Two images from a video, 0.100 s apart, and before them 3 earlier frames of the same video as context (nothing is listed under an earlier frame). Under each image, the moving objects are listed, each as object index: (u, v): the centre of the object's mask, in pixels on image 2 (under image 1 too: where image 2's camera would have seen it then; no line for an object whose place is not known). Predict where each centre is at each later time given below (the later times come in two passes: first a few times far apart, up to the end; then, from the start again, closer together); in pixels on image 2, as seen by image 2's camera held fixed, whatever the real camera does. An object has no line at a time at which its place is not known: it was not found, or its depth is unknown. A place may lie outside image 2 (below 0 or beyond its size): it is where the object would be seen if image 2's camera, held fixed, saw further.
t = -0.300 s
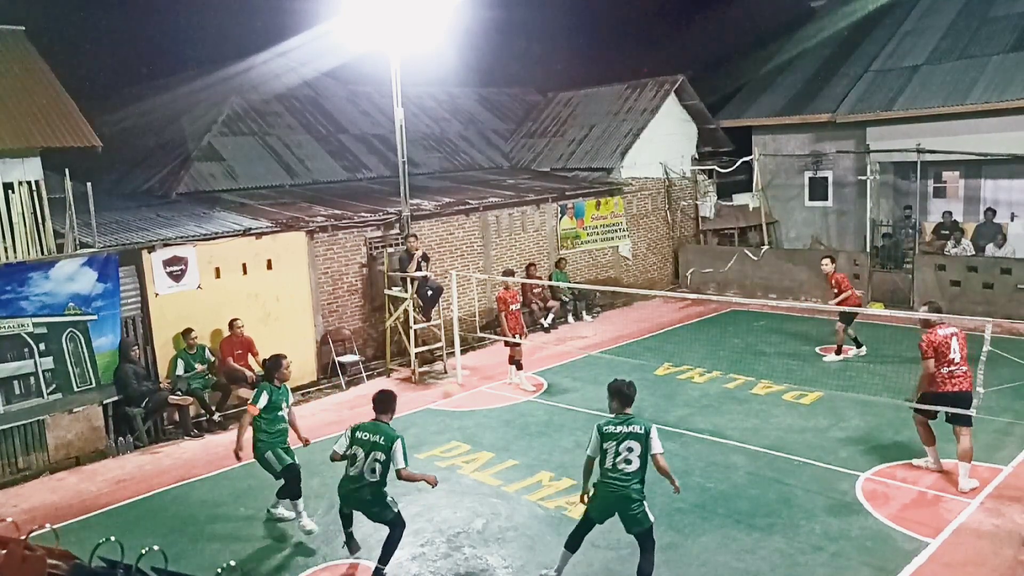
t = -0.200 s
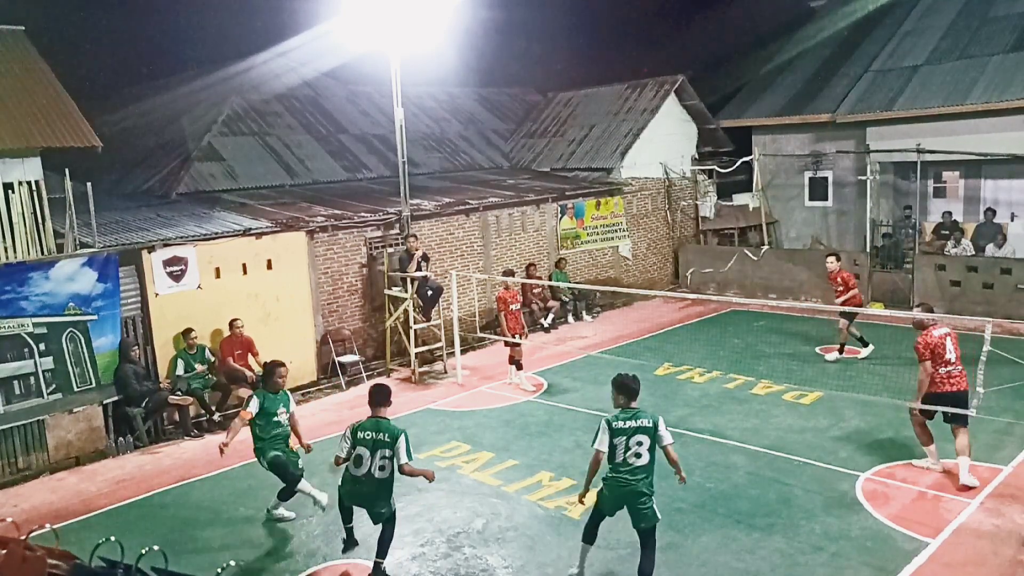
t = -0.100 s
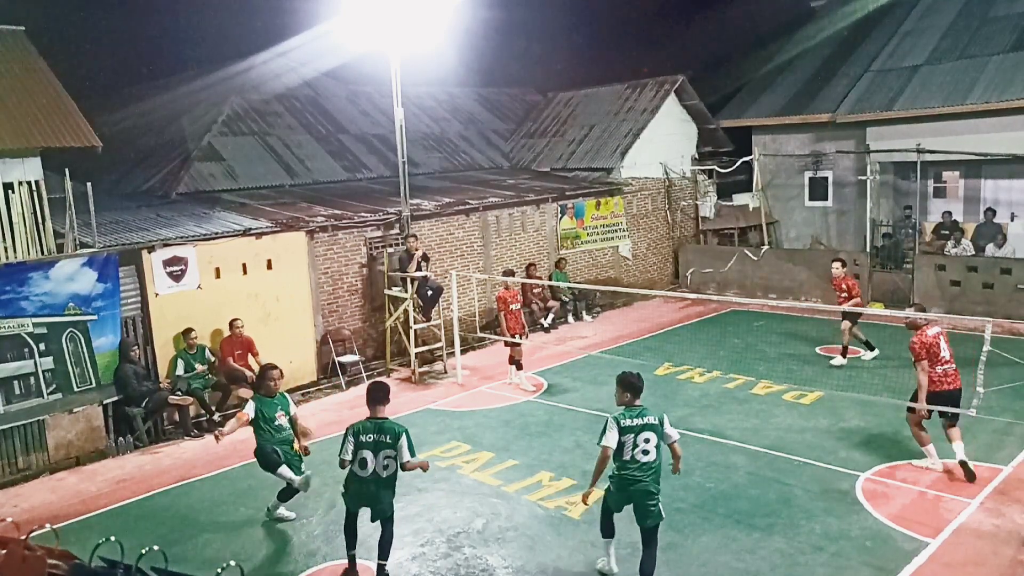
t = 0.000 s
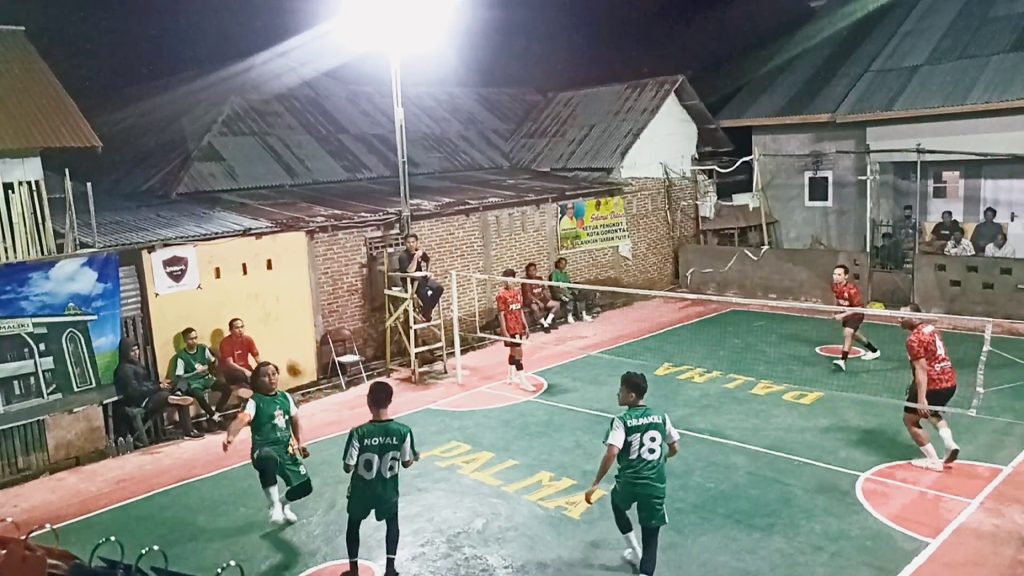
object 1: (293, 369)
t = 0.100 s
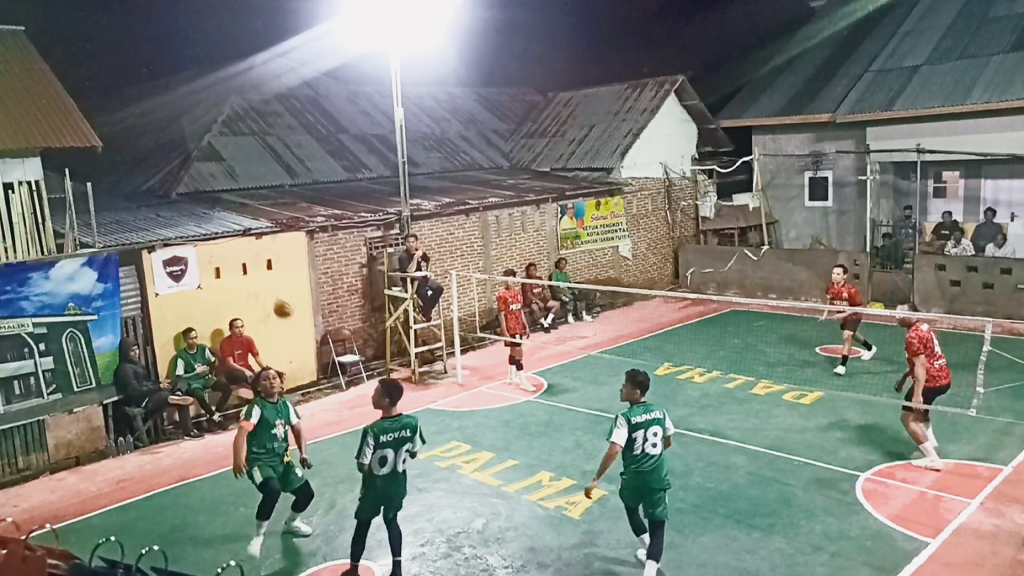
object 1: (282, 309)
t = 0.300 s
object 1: (255, 204)
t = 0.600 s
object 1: (192, 142)
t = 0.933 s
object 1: (76, 529)
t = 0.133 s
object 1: (278, 290)
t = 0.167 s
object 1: (274, 271)
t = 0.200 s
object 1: (269, 254)
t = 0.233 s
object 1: (266, 235)
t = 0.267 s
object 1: (260, 220)
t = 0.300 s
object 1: (255, 204)
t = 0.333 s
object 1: (250, 192)
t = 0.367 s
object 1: (244, 178)
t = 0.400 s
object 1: (237, 167)
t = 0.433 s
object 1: (231, 158)
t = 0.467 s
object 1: (223, 149)
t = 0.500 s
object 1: (217, 144)
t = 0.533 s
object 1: (209, 141)
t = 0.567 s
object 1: (200, 140)
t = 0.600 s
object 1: (192, 142)
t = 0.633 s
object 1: (183, 148)
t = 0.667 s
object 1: (174, 160)
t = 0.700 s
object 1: (164, 175)
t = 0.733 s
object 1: (154, 196)
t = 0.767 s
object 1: (142, 225)
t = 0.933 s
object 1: (76, 529)
